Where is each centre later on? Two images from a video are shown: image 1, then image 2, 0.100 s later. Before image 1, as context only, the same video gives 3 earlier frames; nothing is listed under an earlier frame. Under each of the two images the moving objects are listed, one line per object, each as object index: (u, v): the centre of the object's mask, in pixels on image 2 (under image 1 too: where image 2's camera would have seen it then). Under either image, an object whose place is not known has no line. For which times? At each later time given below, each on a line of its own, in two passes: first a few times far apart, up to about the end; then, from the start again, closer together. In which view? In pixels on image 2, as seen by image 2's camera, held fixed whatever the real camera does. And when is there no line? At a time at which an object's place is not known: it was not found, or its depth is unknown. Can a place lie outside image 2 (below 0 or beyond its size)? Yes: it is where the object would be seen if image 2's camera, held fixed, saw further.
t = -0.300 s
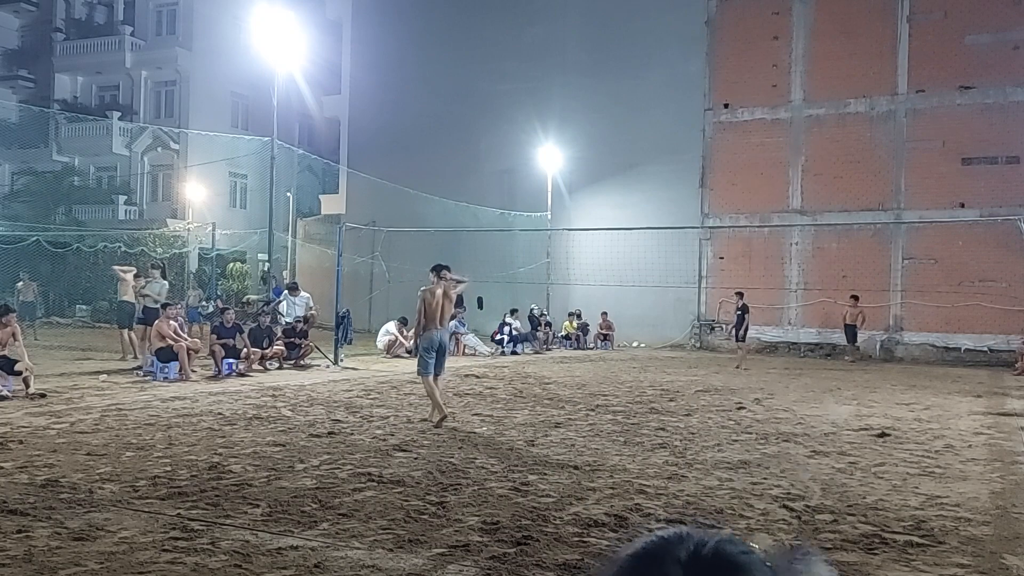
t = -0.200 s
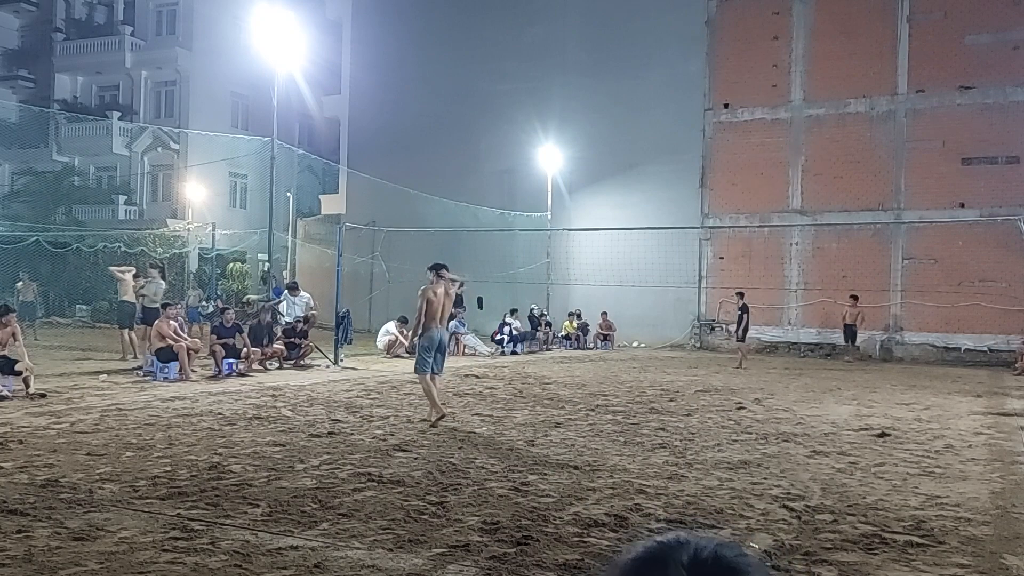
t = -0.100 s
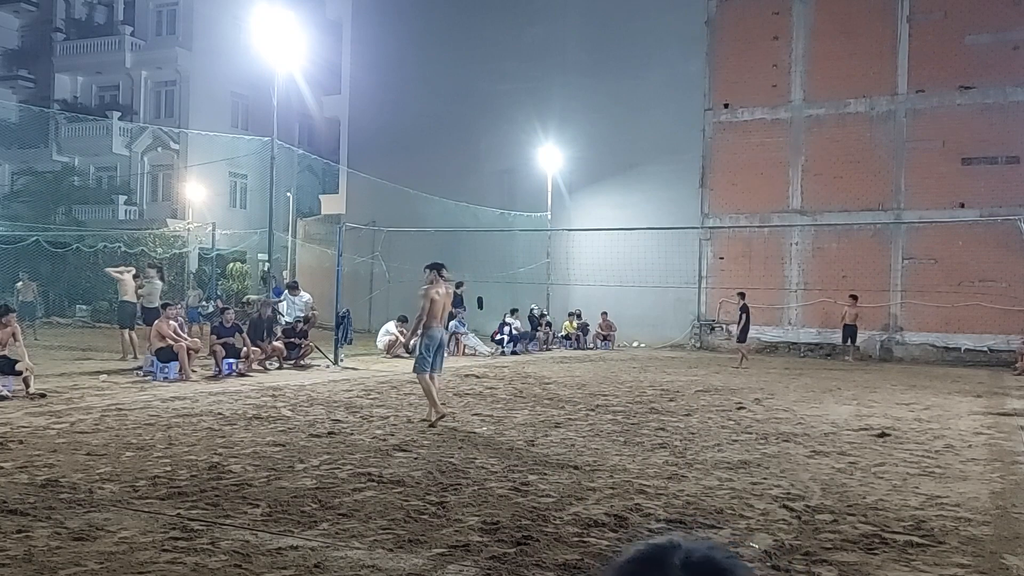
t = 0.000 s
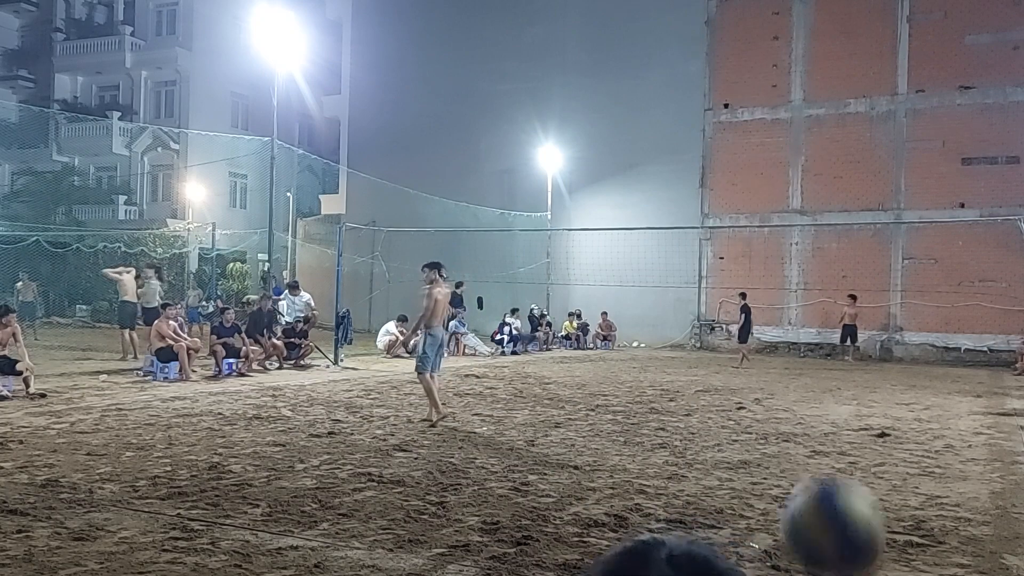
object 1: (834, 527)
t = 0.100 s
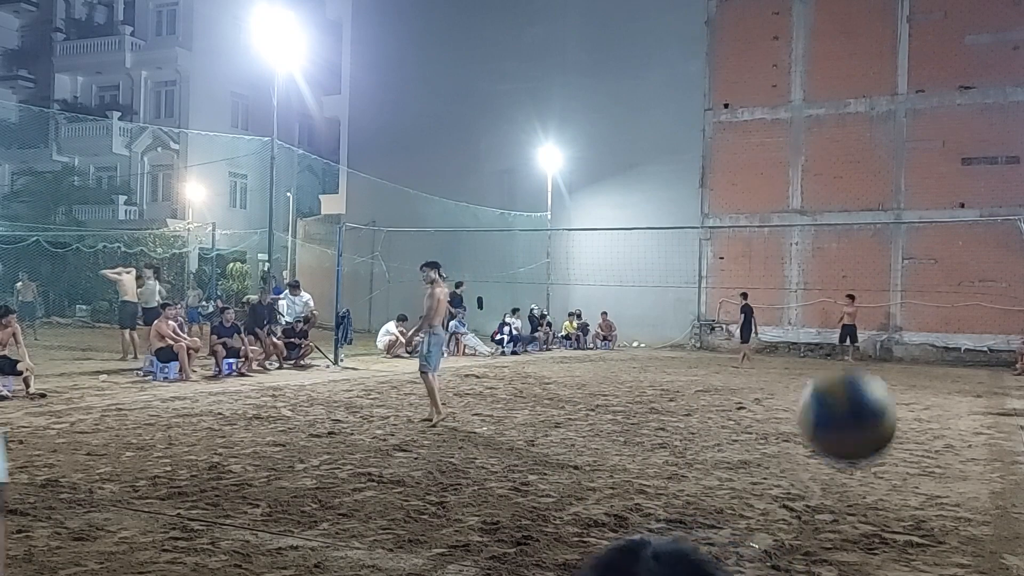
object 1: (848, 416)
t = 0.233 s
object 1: (862, 347)
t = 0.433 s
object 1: (878, 375)
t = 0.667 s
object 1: (888, 559)
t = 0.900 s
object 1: (894, 533)
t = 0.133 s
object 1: (851, 391)
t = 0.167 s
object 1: (855, 372)
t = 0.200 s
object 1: (859, 357)
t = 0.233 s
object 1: (862, 347)
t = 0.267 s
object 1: (865, 342)
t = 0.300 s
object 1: (868, 340)
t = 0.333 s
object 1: (870, 343)
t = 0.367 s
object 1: (873, 352)
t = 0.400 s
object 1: (876, 363)
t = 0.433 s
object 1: (878, 375)
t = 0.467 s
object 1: (880, 393)
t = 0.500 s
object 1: (882, 417)
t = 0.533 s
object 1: (884, 442)
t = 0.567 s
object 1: (884, 472)
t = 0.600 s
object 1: (887, 503)
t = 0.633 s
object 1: (889, 540)
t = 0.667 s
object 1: (888, 559)
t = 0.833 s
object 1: (891, 567)
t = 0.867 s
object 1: (893, 554)
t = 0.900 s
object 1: (894, 533)
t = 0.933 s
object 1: (893, 507)
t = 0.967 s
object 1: (893, 485)
